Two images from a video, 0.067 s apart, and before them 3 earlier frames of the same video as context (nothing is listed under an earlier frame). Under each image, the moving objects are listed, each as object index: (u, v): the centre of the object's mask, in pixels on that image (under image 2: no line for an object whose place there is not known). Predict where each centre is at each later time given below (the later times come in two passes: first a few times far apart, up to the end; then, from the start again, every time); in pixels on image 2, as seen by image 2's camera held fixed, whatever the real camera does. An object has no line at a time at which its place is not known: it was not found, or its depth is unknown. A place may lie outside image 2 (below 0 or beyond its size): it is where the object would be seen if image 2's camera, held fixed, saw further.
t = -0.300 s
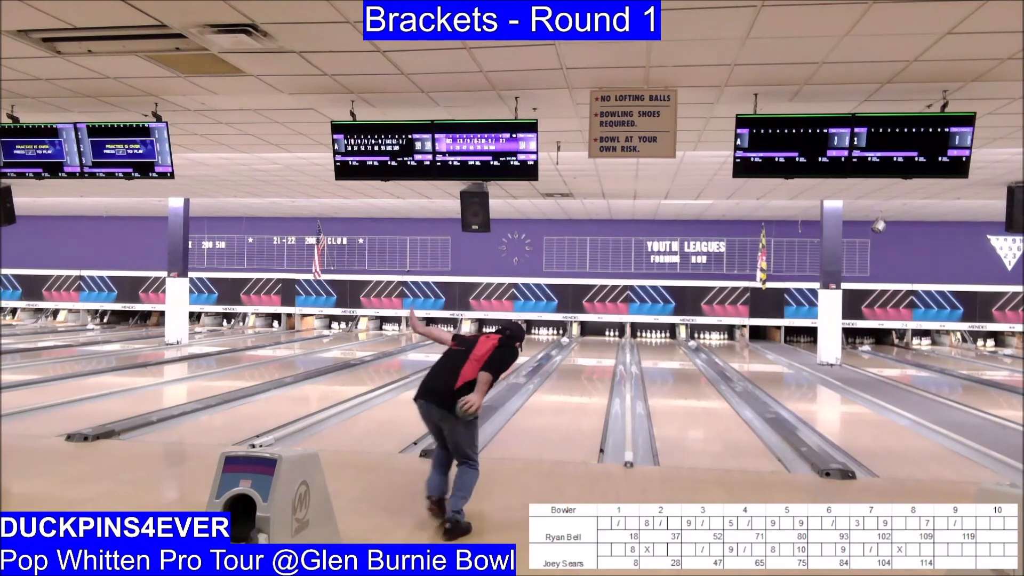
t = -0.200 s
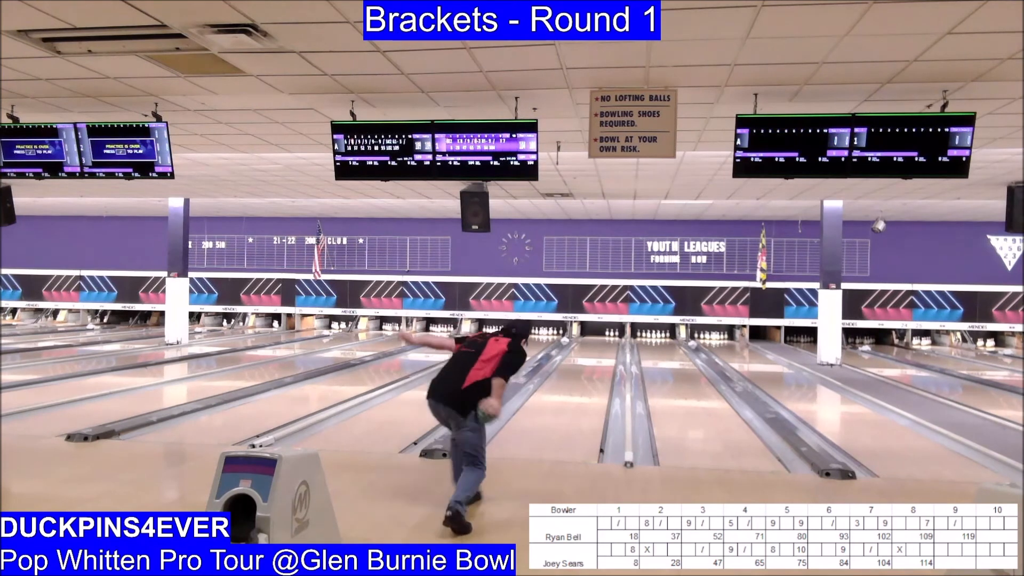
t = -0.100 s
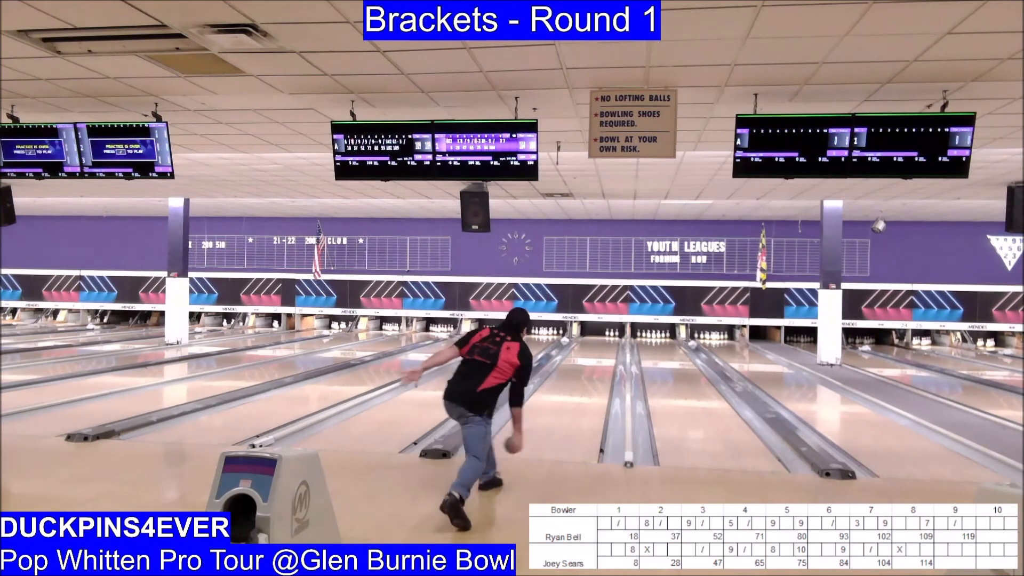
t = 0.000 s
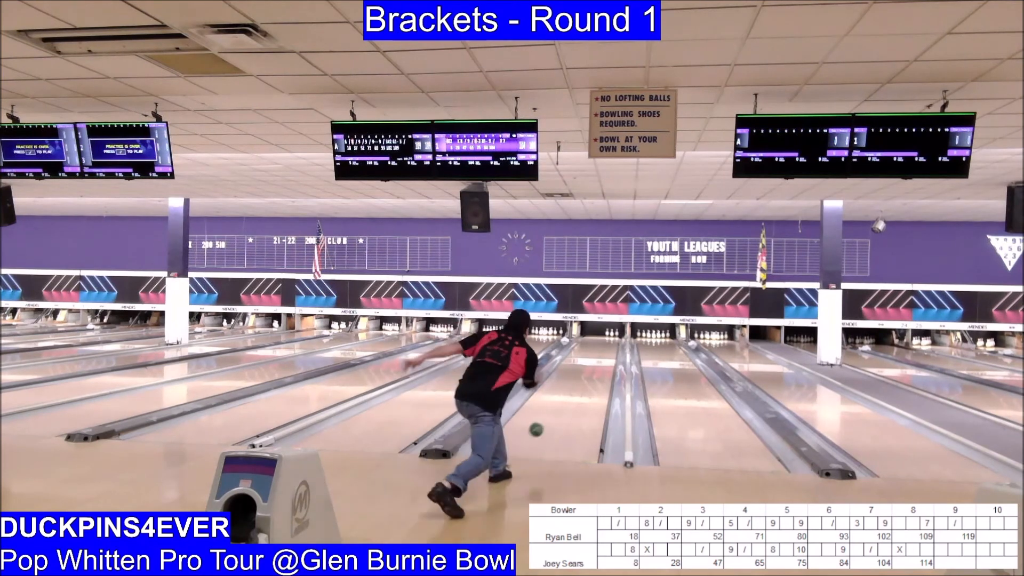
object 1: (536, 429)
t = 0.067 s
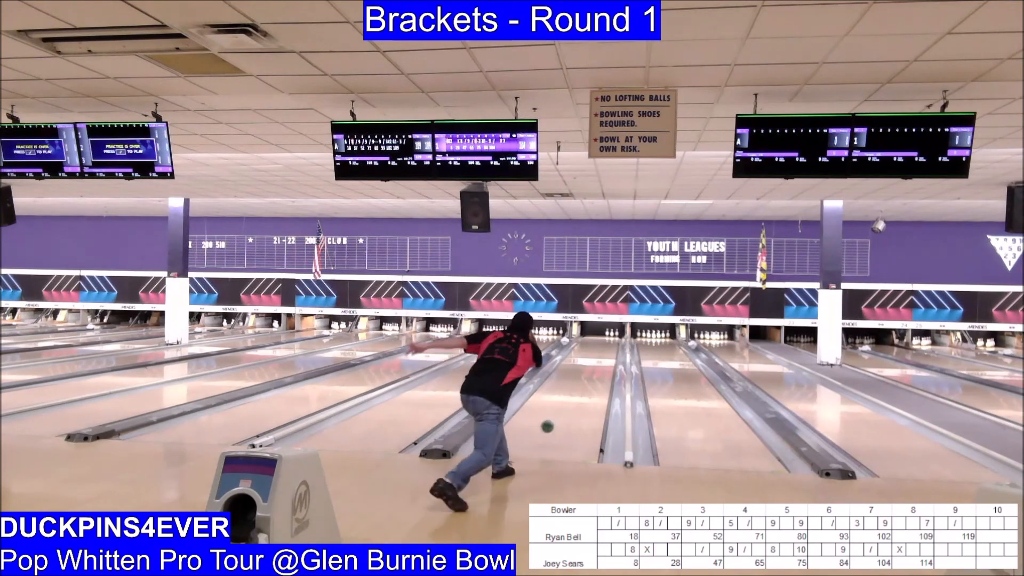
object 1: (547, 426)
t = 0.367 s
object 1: (576, 392)
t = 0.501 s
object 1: (585, 380)
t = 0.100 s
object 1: (552, 426)
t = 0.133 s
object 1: (556, 422)
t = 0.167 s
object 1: (558, 418)
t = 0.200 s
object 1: (562, 411)
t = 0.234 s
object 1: (565, 405)
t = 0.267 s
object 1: (569, 401)
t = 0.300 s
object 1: (571, 398)
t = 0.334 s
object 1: (574, 396)
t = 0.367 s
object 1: (576, 392)
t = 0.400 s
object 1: (579, 389)
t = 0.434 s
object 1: (581, 386)
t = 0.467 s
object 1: (583, 382)
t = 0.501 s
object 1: (585, 380)
